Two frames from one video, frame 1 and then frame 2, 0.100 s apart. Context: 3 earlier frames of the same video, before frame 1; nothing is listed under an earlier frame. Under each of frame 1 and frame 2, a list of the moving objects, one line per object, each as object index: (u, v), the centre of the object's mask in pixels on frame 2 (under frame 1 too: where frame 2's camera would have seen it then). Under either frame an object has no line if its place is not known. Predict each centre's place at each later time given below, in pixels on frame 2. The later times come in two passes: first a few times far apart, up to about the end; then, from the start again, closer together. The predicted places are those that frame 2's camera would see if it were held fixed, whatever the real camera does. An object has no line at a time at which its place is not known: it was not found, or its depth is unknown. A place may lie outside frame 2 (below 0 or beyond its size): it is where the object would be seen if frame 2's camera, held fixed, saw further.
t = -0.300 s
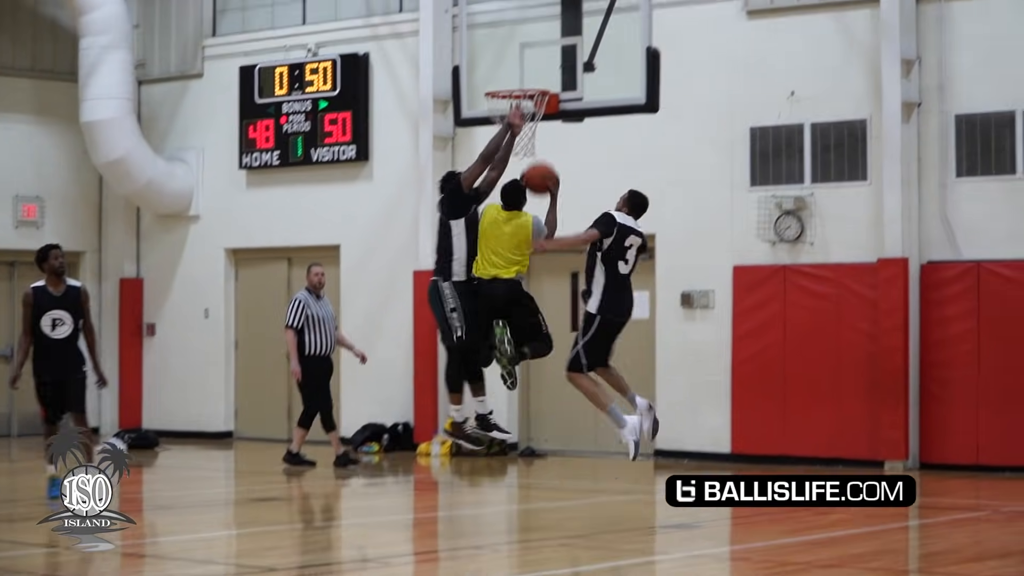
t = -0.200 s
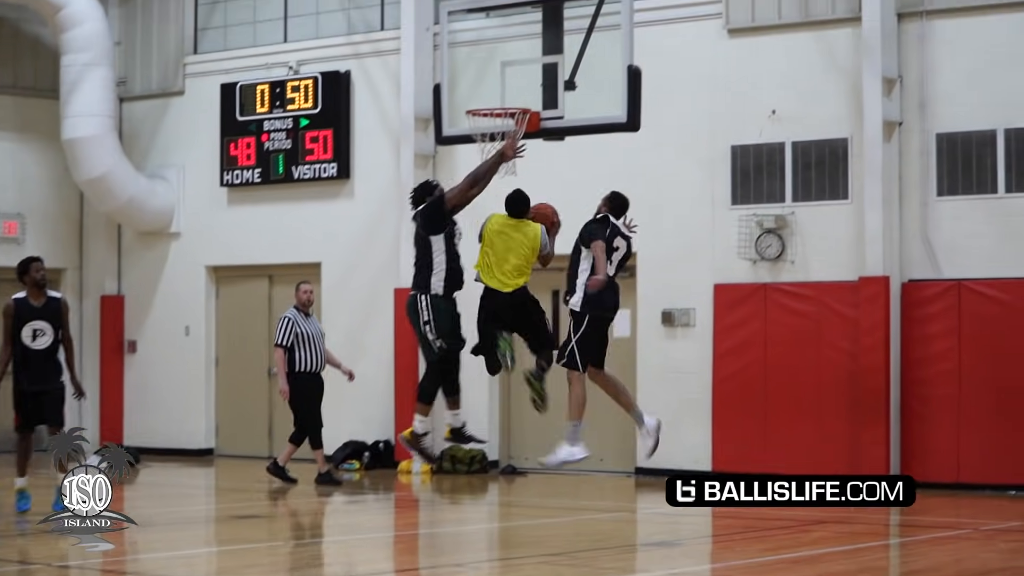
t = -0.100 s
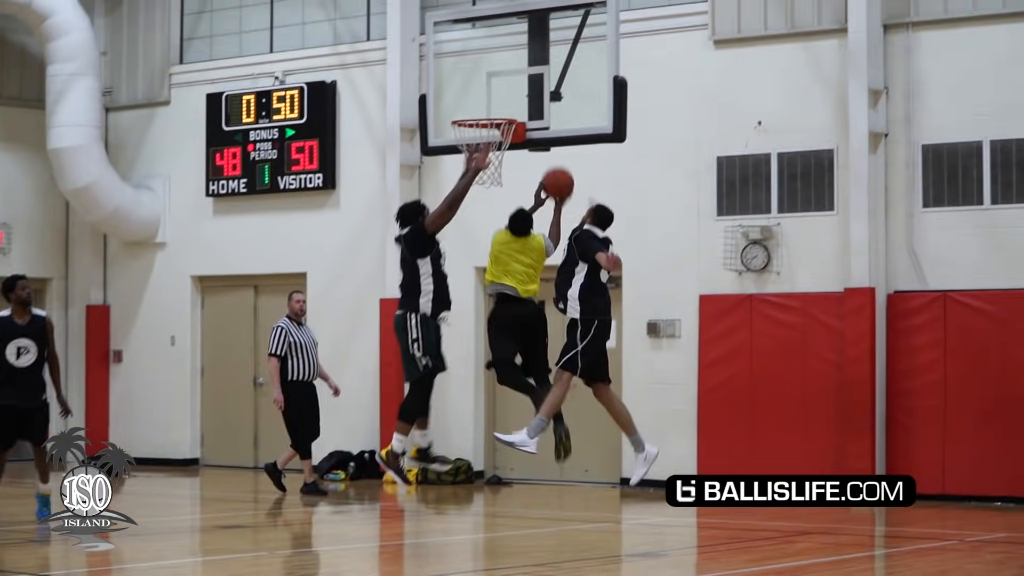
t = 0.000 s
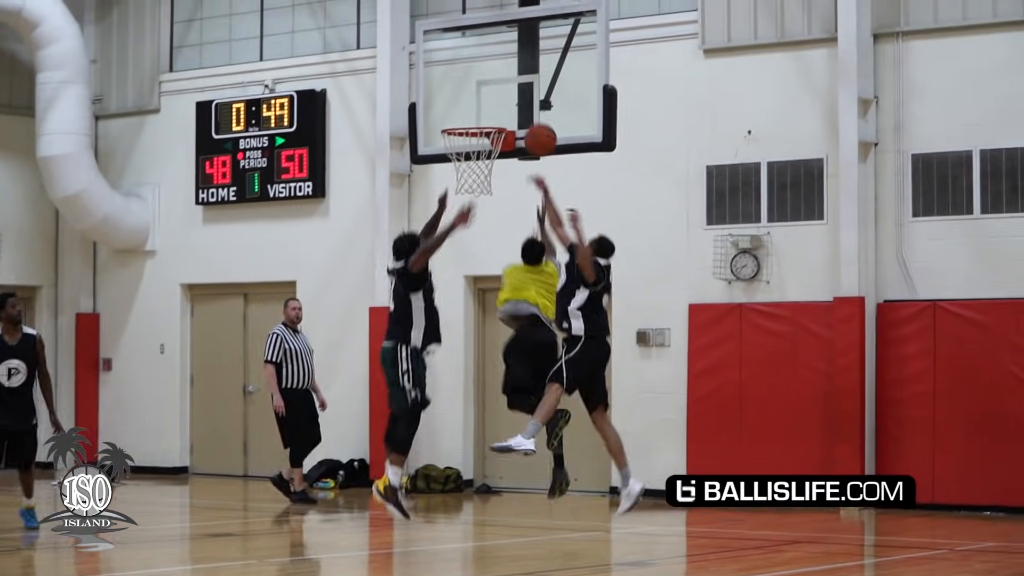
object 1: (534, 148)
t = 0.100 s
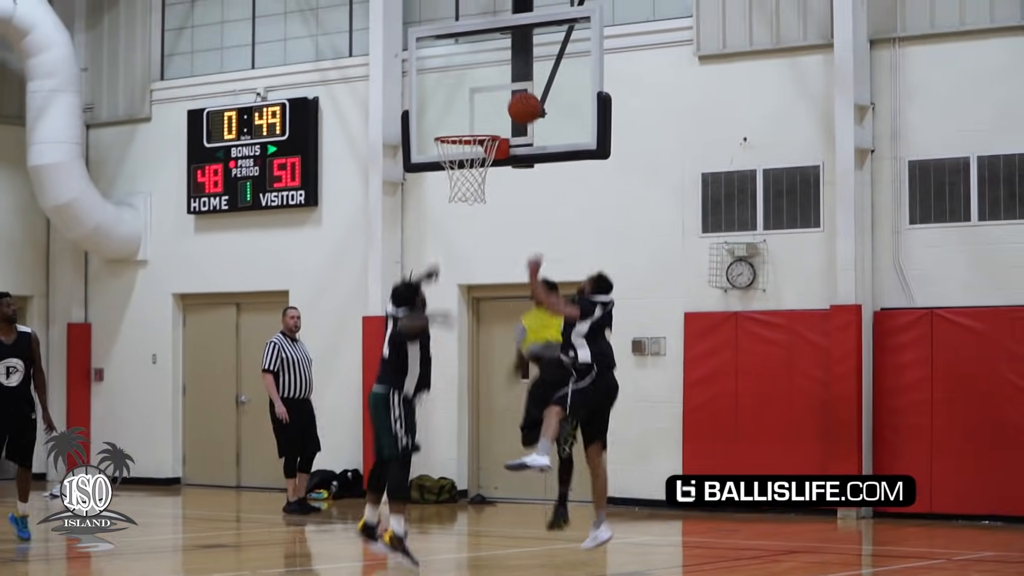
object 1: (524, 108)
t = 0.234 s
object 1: (511, 76)
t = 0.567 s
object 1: (478, 102)
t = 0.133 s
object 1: (521, 97)
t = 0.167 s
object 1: (518, 89)
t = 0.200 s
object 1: (515, 82)
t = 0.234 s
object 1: (511, 76)
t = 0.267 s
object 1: (508, 72)
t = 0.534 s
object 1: (481, 93)
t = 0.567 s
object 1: (478, 102)
